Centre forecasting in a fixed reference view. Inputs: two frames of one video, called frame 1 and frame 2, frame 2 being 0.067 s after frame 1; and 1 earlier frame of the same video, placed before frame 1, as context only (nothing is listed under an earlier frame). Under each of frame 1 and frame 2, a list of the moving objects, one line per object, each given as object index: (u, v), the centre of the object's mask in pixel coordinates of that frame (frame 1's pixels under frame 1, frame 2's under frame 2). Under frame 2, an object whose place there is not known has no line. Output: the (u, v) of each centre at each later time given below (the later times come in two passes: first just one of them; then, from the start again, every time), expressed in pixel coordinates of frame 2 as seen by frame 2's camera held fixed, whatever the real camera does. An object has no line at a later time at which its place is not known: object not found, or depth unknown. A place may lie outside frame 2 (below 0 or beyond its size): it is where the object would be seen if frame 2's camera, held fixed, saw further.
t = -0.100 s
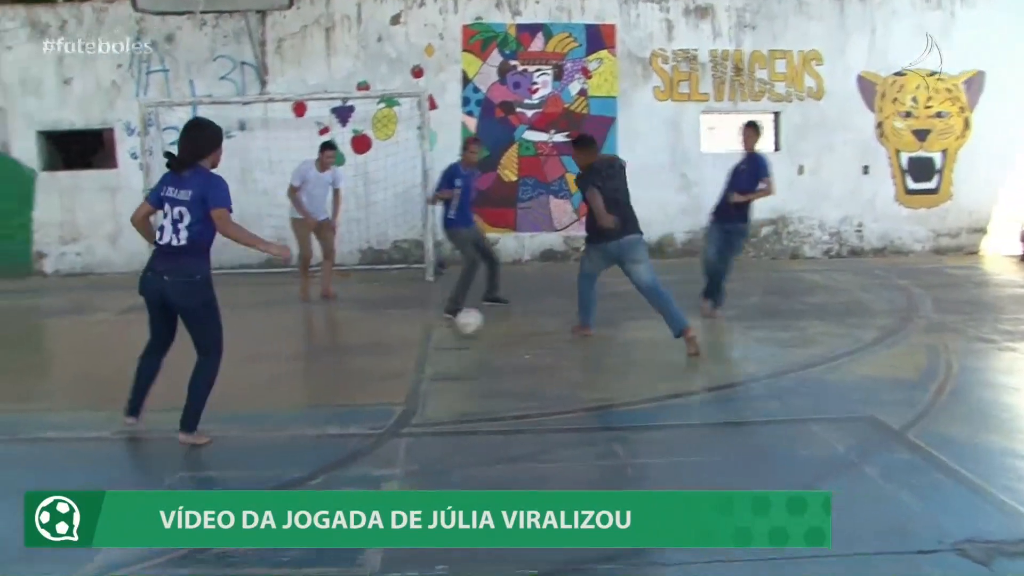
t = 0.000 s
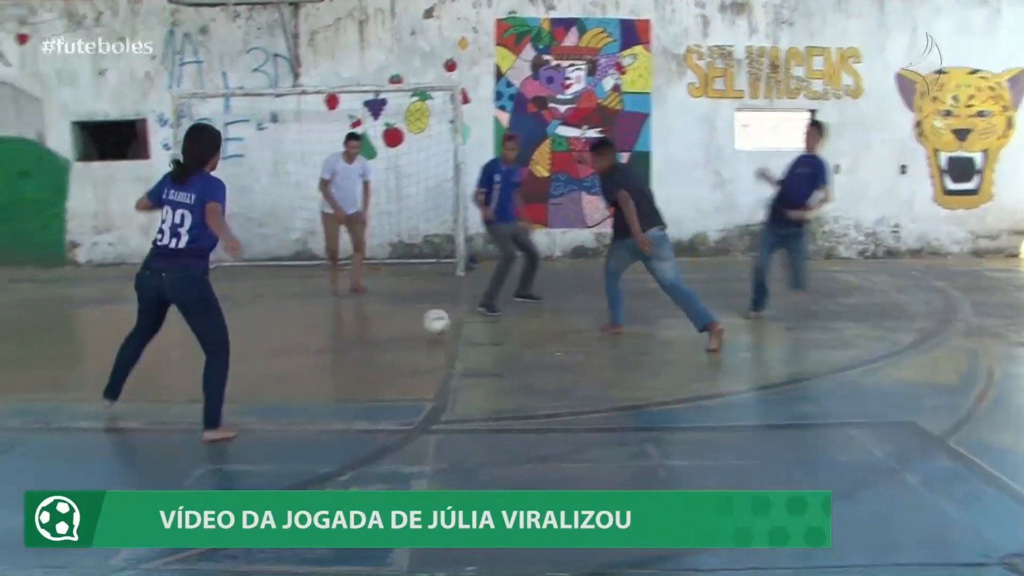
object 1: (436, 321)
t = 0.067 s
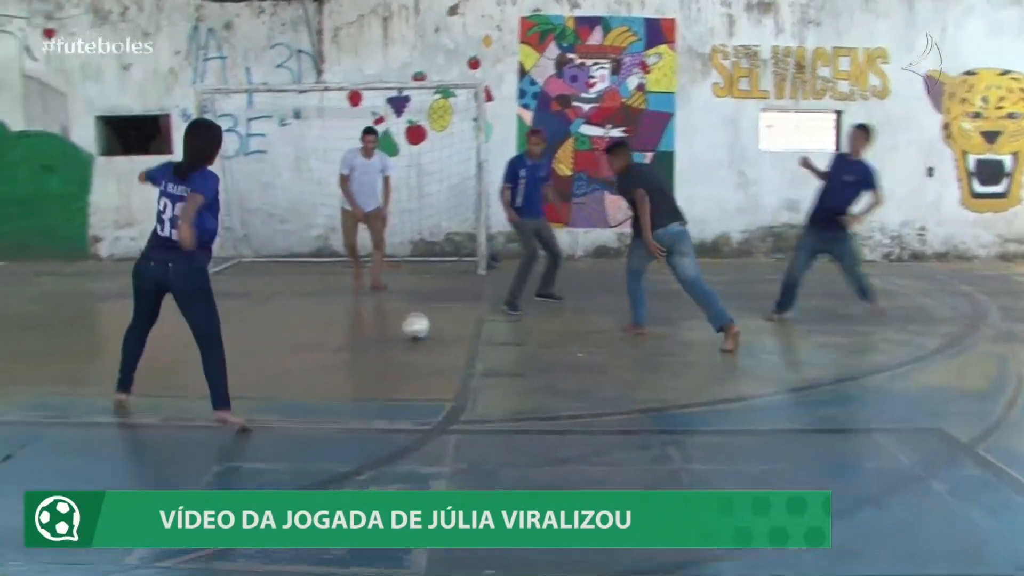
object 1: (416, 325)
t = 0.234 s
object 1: (312, 330)
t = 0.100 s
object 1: (394, 325)
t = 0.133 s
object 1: (374, 326)
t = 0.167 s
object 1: (354, 328)
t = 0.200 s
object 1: (332, 329)
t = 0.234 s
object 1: (312, 330)
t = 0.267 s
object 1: (291, 333)
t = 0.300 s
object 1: (269, 335)
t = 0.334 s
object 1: (248, 334)
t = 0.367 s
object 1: (226, 336)
